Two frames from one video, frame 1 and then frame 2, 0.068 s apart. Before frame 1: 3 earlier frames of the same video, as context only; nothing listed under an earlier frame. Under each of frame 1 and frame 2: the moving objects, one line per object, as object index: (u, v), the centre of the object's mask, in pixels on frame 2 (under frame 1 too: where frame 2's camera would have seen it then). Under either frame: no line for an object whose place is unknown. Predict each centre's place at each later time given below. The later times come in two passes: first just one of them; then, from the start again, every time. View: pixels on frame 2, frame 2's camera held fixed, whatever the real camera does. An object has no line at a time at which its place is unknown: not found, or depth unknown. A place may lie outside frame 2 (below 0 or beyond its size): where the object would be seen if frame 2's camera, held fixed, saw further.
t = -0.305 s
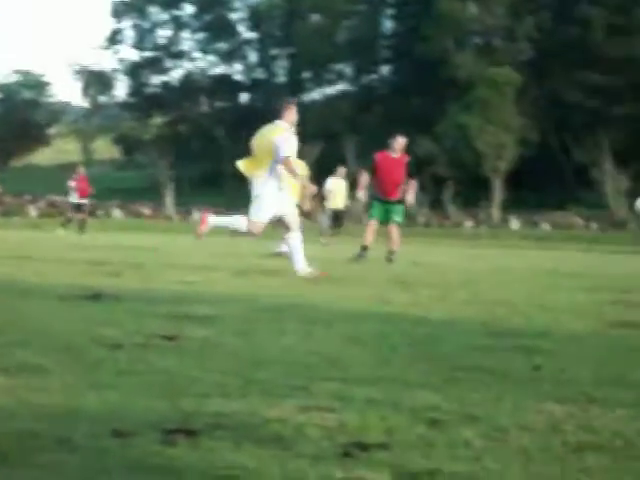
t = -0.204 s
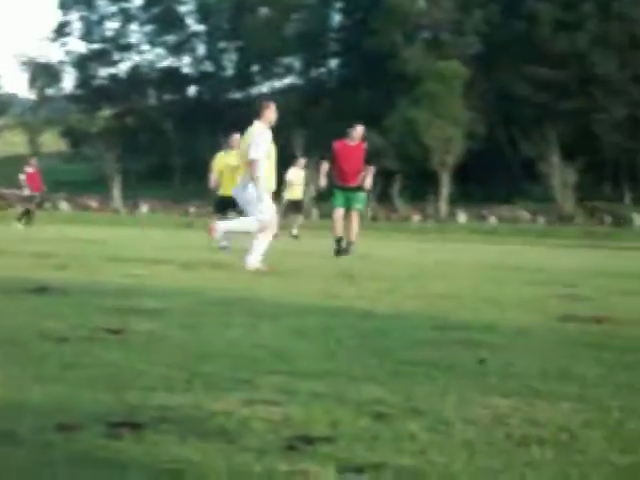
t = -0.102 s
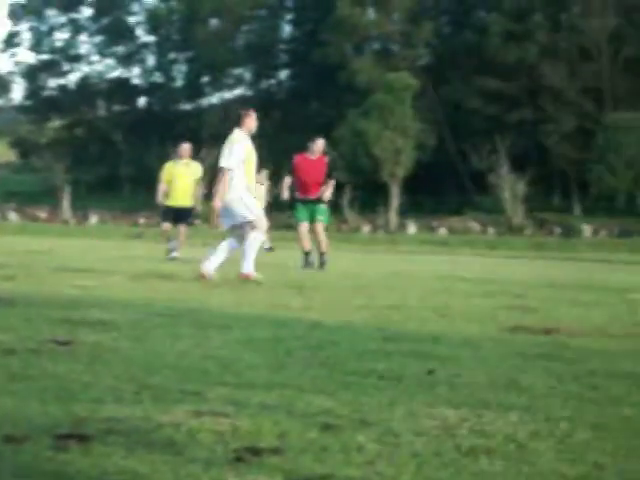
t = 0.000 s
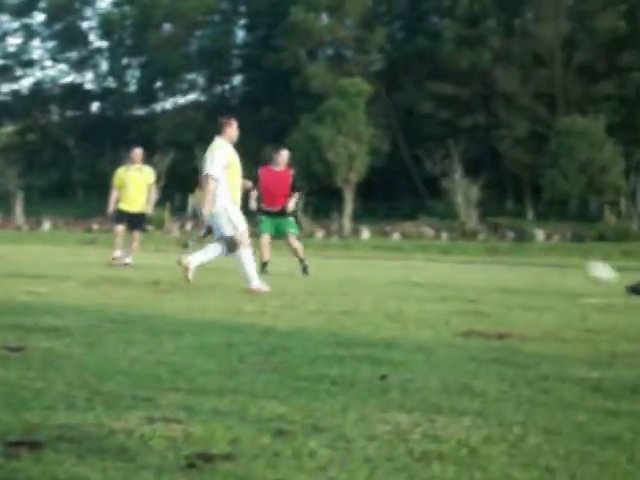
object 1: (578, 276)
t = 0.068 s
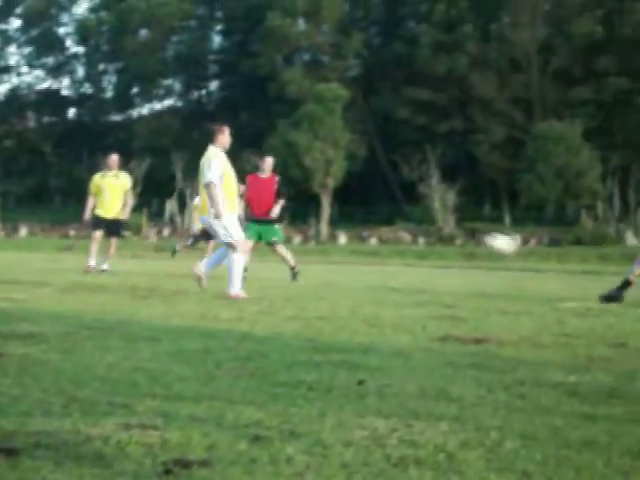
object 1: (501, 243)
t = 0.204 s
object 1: (342, 188)
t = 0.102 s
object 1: (460, 228)
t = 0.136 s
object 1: (420, 213)
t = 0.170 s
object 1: (381, 200)
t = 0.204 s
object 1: (342, 188)
